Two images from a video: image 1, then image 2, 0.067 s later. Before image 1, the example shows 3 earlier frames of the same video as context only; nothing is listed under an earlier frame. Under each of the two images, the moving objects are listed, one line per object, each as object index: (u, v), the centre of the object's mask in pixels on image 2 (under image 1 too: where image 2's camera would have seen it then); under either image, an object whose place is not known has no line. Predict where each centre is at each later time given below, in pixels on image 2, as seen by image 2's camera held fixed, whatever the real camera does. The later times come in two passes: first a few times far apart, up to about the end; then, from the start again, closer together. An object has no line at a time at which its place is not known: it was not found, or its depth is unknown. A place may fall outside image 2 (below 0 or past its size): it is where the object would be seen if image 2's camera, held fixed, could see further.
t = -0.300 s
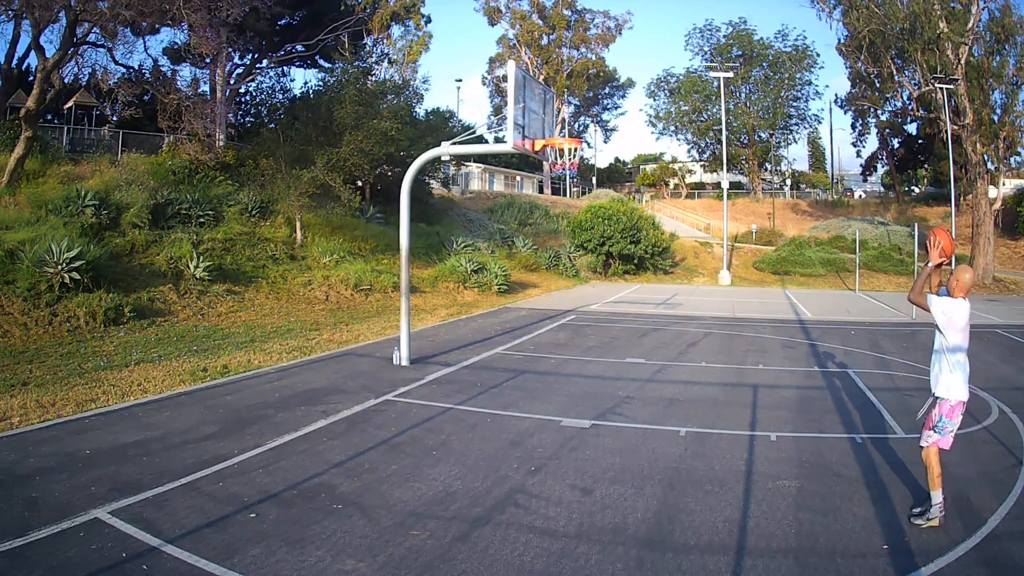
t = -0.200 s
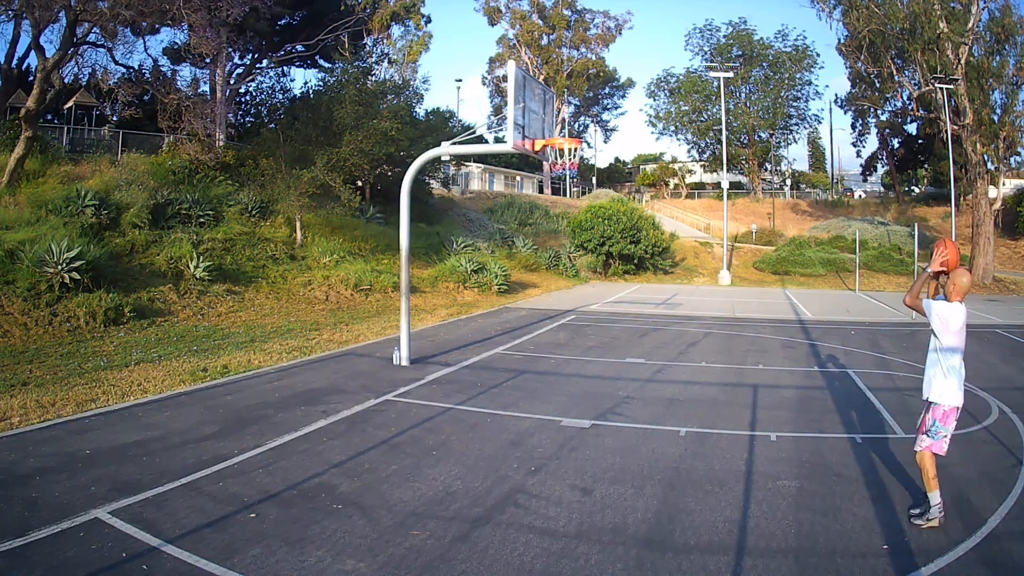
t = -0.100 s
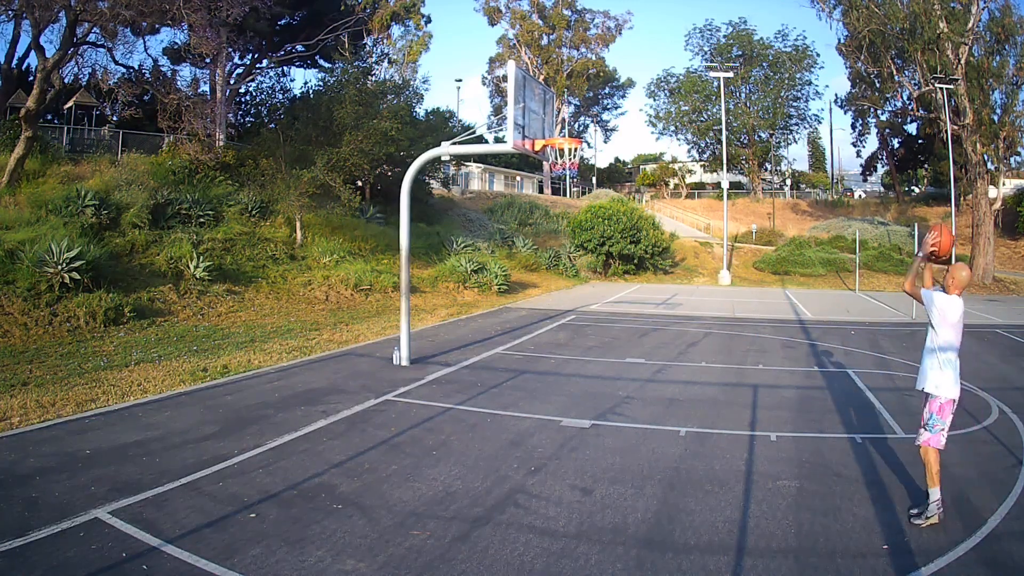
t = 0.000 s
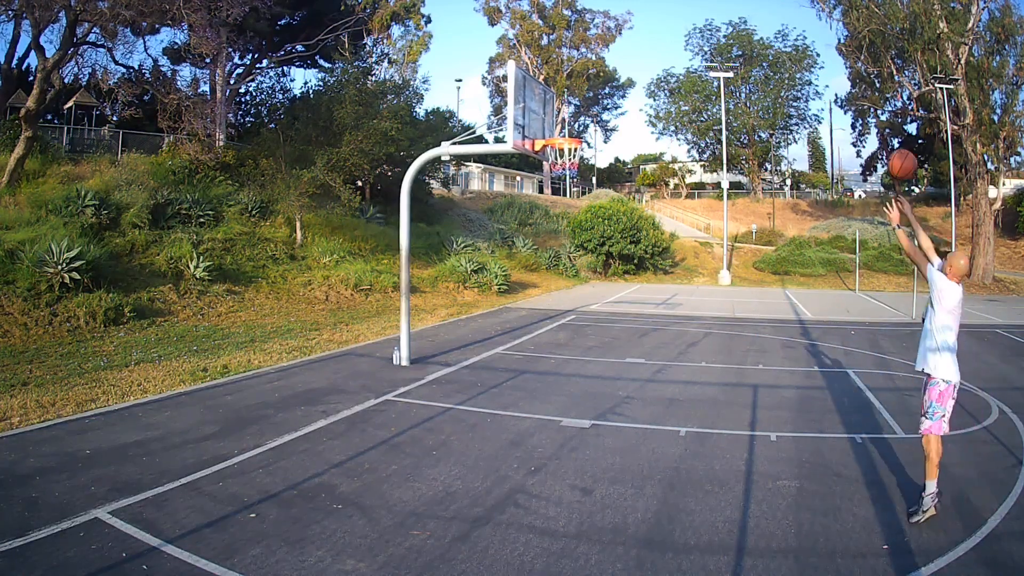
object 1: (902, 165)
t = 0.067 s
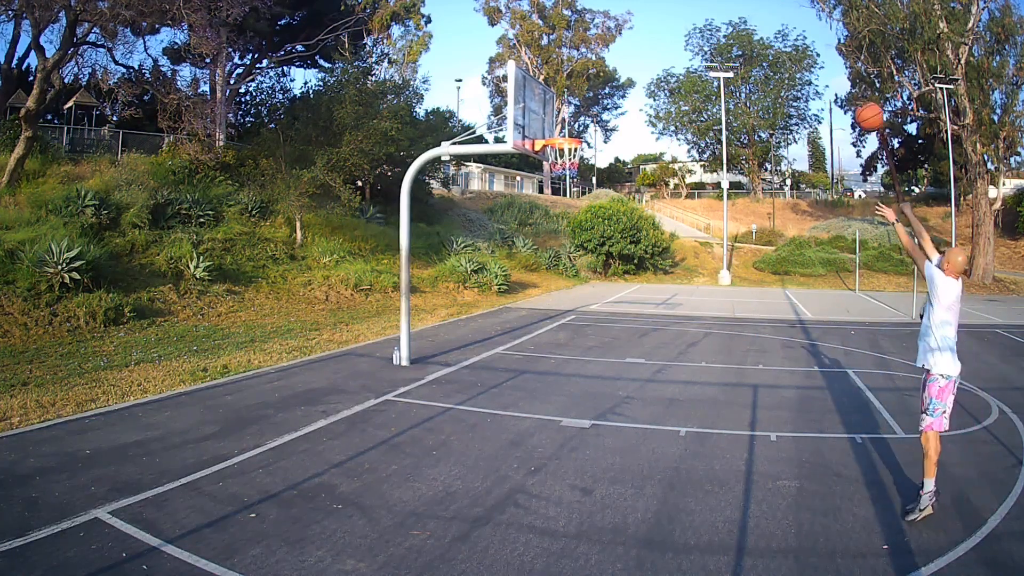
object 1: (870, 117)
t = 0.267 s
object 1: (780, 28)
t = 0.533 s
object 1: (692, 4)
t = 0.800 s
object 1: (628, 31)
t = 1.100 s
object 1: (572, 127)
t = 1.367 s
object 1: (588, 94)
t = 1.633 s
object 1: (615, 107)
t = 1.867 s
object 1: (644, 191)
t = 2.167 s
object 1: (688, 465)
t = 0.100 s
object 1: (853, 97)
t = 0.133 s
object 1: (838, 79)
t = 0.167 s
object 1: (822, 63)
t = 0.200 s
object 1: (808, 50)
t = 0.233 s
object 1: (794, 38)
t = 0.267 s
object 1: (780, 28)
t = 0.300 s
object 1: (767, 19)
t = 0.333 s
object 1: (755, 12)
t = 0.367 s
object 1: (744, 9)
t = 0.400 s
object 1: (733, 6)
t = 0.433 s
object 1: (722, 5)
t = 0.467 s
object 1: (712, 4)
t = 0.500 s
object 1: (702, 4)
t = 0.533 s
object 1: (692, 4)
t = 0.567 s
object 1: (683, 4)
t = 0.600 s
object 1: (675, 5)
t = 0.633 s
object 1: (666, 6)
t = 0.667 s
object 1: (658, 8)
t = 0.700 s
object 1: (650, 13)
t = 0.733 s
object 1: (643, 18)
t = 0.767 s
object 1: (635, 24)
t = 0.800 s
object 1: (628, 31)
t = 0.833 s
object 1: (621, 39)
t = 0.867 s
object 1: (615, 47)
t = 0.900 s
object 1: (608, 57)
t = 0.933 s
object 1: (601, 67)
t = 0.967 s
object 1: (595, 77)
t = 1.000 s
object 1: (589, 88)
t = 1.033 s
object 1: (584, 100)
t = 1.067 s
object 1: (578, 113)
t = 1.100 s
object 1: (572, 127)
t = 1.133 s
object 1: (571, 129)
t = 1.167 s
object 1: (573, 122)
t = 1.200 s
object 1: (576, 116)
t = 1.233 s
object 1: (579, 110)
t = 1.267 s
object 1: (581, 105)
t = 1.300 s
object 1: (584, 100)
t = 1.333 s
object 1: (586, 97)
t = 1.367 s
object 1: (588, 94)
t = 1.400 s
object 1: (591, 92)
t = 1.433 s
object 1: (595, 91)
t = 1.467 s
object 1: (597, 91)
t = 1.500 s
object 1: (601, 92)
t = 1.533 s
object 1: (604, 94)
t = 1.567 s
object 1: (607, 97)
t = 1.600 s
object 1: (611, 101)
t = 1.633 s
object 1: (615, 107)
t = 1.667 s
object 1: (618, 114)
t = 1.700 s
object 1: (622, 123)
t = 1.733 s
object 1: (626, 132)
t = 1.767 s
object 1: (631, 144)
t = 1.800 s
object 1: (635, 158)
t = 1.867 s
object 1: (644, 191)
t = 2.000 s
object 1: (664, 286)
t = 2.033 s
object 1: (670, 317)
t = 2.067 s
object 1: (675, 350)
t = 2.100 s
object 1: (680, 386)
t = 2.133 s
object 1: (684, 425)
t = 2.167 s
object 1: (688, 465)
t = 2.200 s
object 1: (691, 501)
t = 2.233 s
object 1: (698, 478)
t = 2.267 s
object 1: (704, 454)
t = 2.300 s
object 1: (711, 431)
